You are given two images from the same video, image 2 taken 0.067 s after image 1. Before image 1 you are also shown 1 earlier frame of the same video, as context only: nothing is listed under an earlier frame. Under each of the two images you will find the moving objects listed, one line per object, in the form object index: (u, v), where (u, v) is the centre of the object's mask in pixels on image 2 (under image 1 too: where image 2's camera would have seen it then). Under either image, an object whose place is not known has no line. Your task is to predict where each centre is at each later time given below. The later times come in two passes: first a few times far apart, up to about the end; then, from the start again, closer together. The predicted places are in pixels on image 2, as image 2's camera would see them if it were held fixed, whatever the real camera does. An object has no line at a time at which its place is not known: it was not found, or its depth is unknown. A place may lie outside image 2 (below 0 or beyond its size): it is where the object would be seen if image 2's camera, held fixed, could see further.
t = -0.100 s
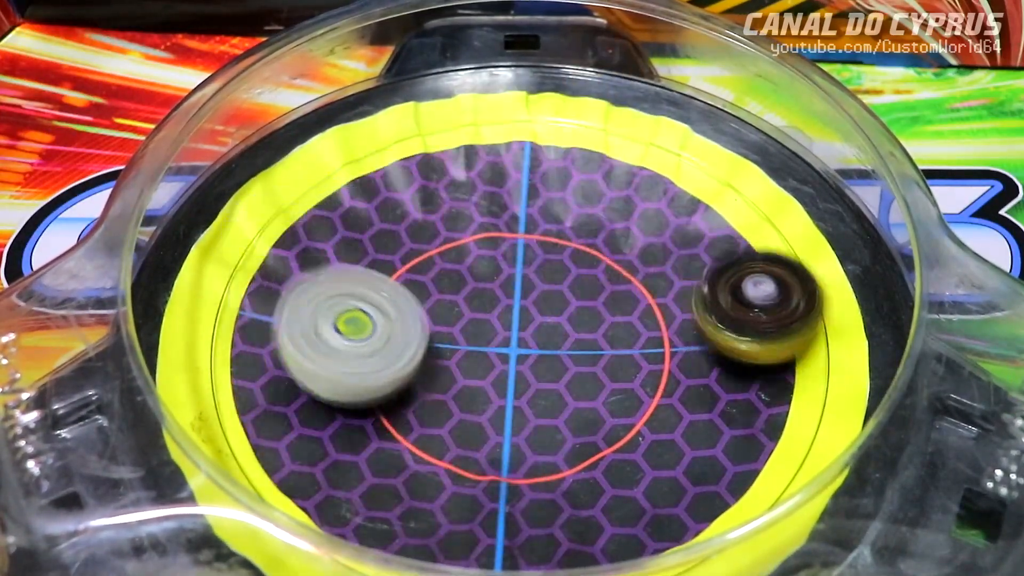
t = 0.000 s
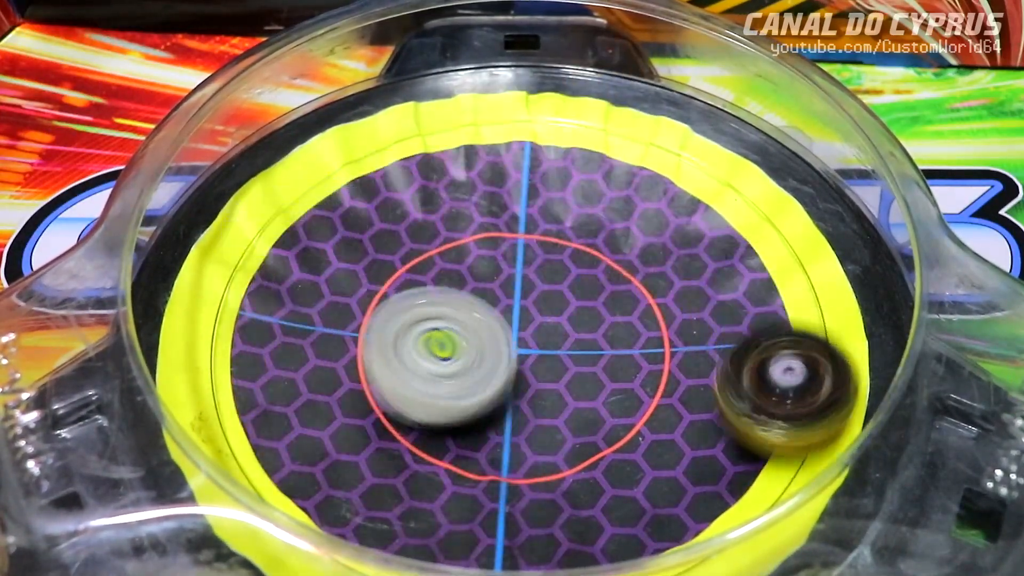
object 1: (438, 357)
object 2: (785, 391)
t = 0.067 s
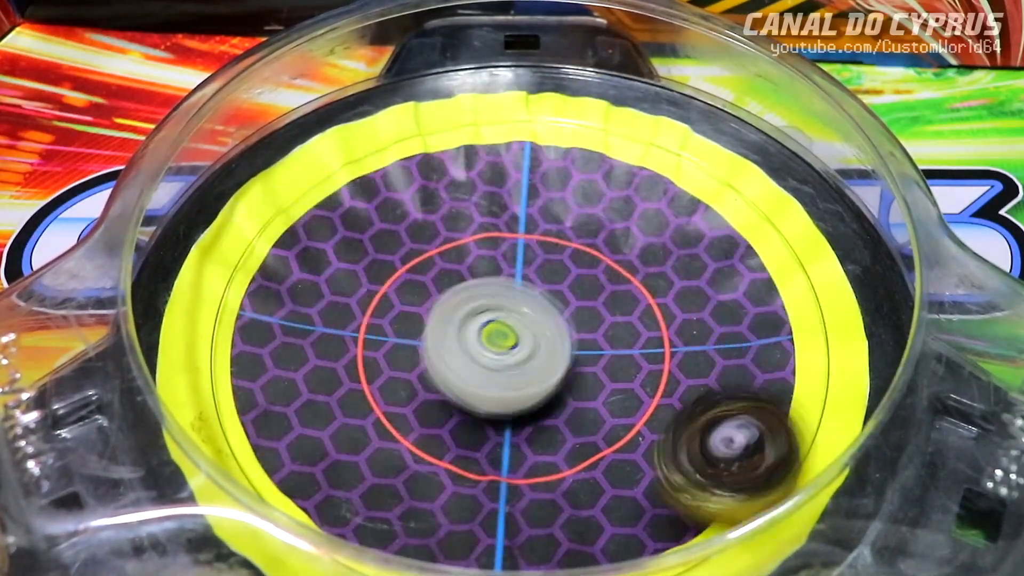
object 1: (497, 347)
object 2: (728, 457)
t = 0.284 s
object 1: (585, 286)
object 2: (413, 385)
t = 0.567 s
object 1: (556, 225)
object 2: (426, 129)
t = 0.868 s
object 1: (648, 281)
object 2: (552, 207)
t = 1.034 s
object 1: (688, 320)
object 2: (483, 196)
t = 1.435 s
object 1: (610, 337)
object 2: (422, 176)
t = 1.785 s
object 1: (572, 366)
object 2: (358, 329)
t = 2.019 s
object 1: (567, 389)
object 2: (288, 352)
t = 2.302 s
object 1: (552, 399)
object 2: (324, 317)
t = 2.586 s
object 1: (759, 447)
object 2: (331, 250)
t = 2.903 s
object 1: (727, 346)
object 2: (464, 170)
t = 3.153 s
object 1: (678, 359)
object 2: (469, 221)
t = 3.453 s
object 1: (619, 353)
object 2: (411, 271)
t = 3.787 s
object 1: (514, 398)
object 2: (380, 344)
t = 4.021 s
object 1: (587, 420)
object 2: (366, 264)
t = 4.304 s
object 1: (580, 398)
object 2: (518, 270)
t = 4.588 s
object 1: (550, 422)
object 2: (616, 298)
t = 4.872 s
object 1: (508, 376)
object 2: (619, 288)
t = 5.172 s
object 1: (433, 399)
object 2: (732, 247)
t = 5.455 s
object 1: (473, 390)
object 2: (548, 292)
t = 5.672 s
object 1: (470, 363)
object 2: (445, 231)
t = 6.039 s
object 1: (511, 330)
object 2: (446, 185)
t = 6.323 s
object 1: (614, 377)
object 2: (428, 239)
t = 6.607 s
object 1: (637, 332)
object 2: (420, 324)
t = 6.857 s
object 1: (594, 312)
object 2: (371, 365)
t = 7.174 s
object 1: (603, 279)
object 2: (386, 393)
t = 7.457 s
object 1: (574, 313)
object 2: (435, 358)
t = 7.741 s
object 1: (623, 285)
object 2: (344, 318)
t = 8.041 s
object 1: (610, 299)
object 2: (437, 303)
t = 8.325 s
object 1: (642, 306)
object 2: (374, 300)
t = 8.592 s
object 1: (588, 308)
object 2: (381, 266)
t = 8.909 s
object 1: (586, 318)
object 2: (422, 332)
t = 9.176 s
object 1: (588, 301)
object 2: (381, 398)
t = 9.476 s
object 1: (568, 296)
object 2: (438, 360)
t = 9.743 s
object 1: (605, 277)
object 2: (447, 377)
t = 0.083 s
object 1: (509, 343)
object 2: (704, 468)
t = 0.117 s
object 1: (534, 336)
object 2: (656, 482)
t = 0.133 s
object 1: (544, 335)
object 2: (632, 487)
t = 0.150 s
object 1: (552, 329)
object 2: (602, 486)
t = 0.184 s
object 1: (565, 321)
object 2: (542, 474)
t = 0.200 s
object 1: (570, 316)
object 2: (513, 464)
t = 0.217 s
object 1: (574, 310)
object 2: (489, 452)
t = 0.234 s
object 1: (577, 304)
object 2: (467, 437)
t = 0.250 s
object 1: (580, 300)
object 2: (446, 422)
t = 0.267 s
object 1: (583, 293)
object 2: (428, 403)
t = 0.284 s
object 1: (585, 286)
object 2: (413, 385)
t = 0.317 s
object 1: (587, 271)
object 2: (389, 349)
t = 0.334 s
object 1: (587, 262)
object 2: (381, 332)
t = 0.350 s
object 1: (586, 257)
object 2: (374, 311)
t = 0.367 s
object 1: (583, 249)
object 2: (370, 292)
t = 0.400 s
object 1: (576, 239)
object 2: (369, 255)
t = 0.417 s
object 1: (574, 232)
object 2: (371, 237)
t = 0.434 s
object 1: (571, 226)
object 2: (377, 223)
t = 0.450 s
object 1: (566, 220)
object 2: (383, 211)
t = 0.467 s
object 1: (561, 217)
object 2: (392, 197)
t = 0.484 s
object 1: (555, 213)
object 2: (398, 186)
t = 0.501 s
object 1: (549, 212)
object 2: (408, 176)
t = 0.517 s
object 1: (543, 211)
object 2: (417, 169)
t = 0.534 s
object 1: (538, 212)
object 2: (429, 158)
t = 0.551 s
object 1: (545, 219)
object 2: (429, 147)
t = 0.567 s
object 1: (556, 225)
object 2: (426, 129)
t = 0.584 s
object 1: (566, 232)
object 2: (424, 117)
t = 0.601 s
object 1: (574, 240)
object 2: (425, 102)
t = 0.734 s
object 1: (621, 278)
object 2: (488, 142)
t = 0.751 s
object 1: (625, 280)
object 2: (498, 150)
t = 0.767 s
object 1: (630, 281)
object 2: (507, 157)
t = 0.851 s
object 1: (647, 281)
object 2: (548, 200)
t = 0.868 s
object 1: (648, 281)
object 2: (552, 207)
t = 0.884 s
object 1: (655, 285)
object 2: (550, 209)
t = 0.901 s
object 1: (664, 291)
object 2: (544, 210)
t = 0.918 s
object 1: (672, 297)
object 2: (536, 209)
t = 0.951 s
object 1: (683, 306)
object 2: (520, 206)
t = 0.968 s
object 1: (687, 308)
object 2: (512, 204)
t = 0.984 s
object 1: (690, 313)
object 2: (504, 203)
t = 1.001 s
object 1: (690, 315)
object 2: (497, 201)
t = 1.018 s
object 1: (690, 316)
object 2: (490, 198)
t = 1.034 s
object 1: (688, 320)
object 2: (483, 196)
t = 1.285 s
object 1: (636, 335)
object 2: (419, 158)
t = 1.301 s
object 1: (633, 337)
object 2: (418, 156)
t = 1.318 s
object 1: (629, 335)
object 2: (418, 157)
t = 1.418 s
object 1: (612, 338)
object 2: (421, 170)
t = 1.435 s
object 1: (610, 337)
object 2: (422, 176)
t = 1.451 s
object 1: (609, 338)
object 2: (424, 181)
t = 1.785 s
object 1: (572, 366)
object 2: (358, 329)
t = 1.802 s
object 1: (570, 366)
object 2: (353, 333)
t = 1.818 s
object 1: (569, 369)
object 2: (347, 337)
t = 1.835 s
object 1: (569, 370)
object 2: (343, 340)
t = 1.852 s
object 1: (569, 372)
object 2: (338, 343)
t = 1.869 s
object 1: (569, 375)
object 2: (331, 346)
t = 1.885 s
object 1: (568, 375)
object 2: (326, 348)
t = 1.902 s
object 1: (567, 378)
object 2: (321, 350)
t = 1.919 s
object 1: (567, 380)
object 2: (313, 352)
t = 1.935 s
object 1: (566, 383)
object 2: (307, 353)
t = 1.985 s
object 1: (566, 389)
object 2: (292, 354)
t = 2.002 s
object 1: (566, 389)
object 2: (290, 354)
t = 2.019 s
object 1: (567, 389)
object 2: (288, 352)
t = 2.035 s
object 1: (565, 390)
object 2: (288, 352)
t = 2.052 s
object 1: (562, 390)
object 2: (289, 351)
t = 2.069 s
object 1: (558, 390)
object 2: (291, 350)
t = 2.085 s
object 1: (553, 391)
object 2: (293, 349)
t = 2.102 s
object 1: (548, 391)
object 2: (298, 348)
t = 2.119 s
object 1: (543, 390)
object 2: (302, 348)
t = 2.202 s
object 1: (506, 387)
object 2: (340, 346)
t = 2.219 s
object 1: (498, 386)
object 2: (352, 346)
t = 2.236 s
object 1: (505, 388)
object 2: (352, 344)
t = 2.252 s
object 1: (518, 393)
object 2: (342, 334)
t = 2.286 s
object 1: (543, 396)
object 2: (326, 321)
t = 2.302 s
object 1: (552, 399)
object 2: (324, 317)
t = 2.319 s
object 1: (563, 399)
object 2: (324, 312)
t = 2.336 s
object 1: (569, 401)
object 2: (328, 308)
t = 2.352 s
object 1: (575, 401)
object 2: (335, 305)
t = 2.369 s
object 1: (578, 400)
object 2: (345, 304)
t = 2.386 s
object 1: (581, 400)
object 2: (355, 305)
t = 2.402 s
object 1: (583, 399)
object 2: (369, 305)
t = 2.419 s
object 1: (583, 398)
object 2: (384, 308)
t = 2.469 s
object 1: (581, 392)
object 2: (429, 321)
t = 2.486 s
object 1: (578, 389)
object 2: (443, 329)
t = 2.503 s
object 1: (584, 392)
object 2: (450, 333)
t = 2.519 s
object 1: (620, 404)
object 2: (426, 320)
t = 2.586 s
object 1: (759, 447)
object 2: (331, 250)
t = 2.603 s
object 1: (790, 455)
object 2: (313, 231)
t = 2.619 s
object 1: (799, 447)
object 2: (298, 213)
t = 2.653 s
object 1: (808, 436)
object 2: (279, 185)
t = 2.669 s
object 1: (810, 432)
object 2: (281, 176)
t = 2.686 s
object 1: (813, 426)
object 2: (291, 172)
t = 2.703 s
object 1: (814, 421)
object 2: (301, 172)
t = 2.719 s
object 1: (814, 412)
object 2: (313, 170)
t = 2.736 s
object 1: (810, 402)
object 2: (327, 168)
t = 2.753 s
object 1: (804, 395)
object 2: (341, 169)
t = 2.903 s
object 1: (727, 346)
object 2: (464, 170)
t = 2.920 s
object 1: (718, 340)
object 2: (476, 174)
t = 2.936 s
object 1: (707, 334)
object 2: (489, 180)
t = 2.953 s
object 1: (696, 328)
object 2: (500, 188)
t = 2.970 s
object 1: (685, 323)
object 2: (511, 194)
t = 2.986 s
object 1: (673, 317)
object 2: (521, 204)
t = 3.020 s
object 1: (652, 308)
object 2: (538, 224)
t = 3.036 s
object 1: (643, 305)
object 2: (543, 232)
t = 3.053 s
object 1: (648, 313)
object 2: (538, 234)
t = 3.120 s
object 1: (674, 348)
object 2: (484, 220)
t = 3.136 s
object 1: (678, 354)
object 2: (476, 221)
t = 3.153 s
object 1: (678, 359)
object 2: (469, 221)
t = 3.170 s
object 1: (679, 362)
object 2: (463, 223)
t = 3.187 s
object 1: (677, 365)
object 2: (460, 226)
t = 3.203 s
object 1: (675, 365)
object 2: (456, 228)
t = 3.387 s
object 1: (636, 353)
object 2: (419, 257)
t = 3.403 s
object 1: (633, 352)
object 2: (416, 260)
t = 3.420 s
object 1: (628, 351)
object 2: (416, 264)
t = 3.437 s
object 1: (624, 352)
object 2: (413, 268)
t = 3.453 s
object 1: (619, 353)
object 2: (411, 271)
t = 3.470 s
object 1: (615, 354)
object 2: (410, 276)
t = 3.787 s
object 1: (514, 398)
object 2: (380, 344)
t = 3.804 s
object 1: (510, 401)
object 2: (379, 345)
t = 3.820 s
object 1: (519, 410)
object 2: (368, 341)
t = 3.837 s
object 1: (529, 416)
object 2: (353, 333)
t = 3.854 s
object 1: (539, 422)
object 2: (342, 327)
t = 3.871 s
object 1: (547, 426)
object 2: (336, 320)
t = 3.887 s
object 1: (554, 429)
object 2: (329, 311)
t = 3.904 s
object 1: (560, 430)
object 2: (329, 305)
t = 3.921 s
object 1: (566, 432)
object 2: (328, 296)
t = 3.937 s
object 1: (573, 432)
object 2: (330, 290)
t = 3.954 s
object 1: (576, 430)
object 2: (334, 284)
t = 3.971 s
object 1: (580, 429)
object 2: (339, 277)
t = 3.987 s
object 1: (584, 426)
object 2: (347, 272)
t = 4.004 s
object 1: (585, 423)
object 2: (356, 268)
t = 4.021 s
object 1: (587, 420)
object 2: (366, 264)
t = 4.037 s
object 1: (588, 416)
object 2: (376, 261)
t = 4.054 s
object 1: (587, 413)
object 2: (387, 258)
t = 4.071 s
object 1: (587, 409)
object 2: (401, 259)
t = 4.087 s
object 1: (587, 404)
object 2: (414, 260)
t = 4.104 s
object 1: (585, 401)
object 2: (427, 261)
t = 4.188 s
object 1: (575, 380)
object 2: (490, 279)
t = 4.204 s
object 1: (573, 378)
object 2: (499, 282)
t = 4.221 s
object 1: (576, 382)
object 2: (503, 280)
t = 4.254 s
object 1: (581, 392)
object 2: (509, 272)
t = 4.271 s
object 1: (581, 395)
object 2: (511, 270)
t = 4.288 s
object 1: (581, 397)
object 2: (514, 270)
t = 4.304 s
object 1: (580, 398)
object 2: (518, 270)
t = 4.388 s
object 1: (572, 394)
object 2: (556, 282)
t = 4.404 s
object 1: (569, 396)
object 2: (565, 284)
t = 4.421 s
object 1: (568, 398)
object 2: (571, 285)
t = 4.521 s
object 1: (558, 424)
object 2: (599, 288)
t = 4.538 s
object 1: (555, 425)
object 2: (604, 289)
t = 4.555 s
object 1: (553, 425)
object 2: (608, 291)
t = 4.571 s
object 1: (552, 424)
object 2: (613, 295)
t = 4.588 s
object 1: (550, 422)
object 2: (616, 298)
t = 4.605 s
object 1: (548, 420)
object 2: (620, 303)
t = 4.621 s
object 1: (546, 416)
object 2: (620, 306)
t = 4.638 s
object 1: (544, 413)
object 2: (620, 310)
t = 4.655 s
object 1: (542, 410)
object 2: (619, 312)
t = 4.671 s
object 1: (535, 412)
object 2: (620, 313)
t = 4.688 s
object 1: (527, 412)
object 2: (621, 312)
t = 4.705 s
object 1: (522, 412)
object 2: (622, 310)
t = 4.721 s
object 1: (517, 409)
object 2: (623, 308)
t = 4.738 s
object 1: (513, 408)
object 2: (621, 306)
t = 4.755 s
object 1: (511, 403)
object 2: (621, 305)
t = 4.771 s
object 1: (508, 400)
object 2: (620, 303)
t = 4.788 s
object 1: (507, 395)
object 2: (621, 302)
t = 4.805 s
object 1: (507, 390)
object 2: (619, 300)
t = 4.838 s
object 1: (511, 379)
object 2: (616, 296)
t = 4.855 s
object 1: (512, 376)
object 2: (614, 295)
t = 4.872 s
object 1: (508, 376)
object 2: (619, 288)
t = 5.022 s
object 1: (447, 385)
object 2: (689, 230)
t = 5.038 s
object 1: (445, 385)
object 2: (696, 228)
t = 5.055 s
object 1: (442, 386)
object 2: (702, 227)
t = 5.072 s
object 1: (441, 389)
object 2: (709, 226)
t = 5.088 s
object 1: (439, 389)
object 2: (715, 226)
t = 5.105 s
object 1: (438, 392)
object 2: (721, 228)
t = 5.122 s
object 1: (435, 392)
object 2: (726, 231)
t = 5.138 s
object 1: (434, 395)
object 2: (730, 235)
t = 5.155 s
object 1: (434, 396)
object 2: (732, 241)
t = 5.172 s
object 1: (433, 399)
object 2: (732, 247)
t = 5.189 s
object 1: (435, 400)
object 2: (730, 255)
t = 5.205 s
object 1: (435, 401)
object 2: (724, 262)
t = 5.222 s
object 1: (439, 403)
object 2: (717, 269)
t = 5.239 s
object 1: (441, 403)
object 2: (709, 274)
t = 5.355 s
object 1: (465, 404)
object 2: (620, 295)
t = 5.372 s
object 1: (469, 405)
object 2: (610, 297)
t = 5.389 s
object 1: (470, 402)
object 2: (594, 297)
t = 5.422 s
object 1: (472, 397)
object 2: (570, 296)
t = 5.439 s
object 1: (472, 395)
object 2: (559, 295)
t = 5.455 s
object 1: (473, 390)
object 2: (548, 292)
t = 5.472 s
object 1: (472, 384)
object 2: (539, 288)
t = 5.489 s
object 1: (469, 382)
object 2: (528, 283)
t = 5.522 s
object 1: (465, 380)
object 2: (510, 270)
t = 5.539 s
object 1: (463, 379)
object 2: (502, 265)
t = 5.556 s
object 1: (463, 376)
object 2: (492, 259)
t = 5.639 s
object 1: (467, 367)
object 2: (458, 239)
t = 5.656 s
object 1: (468, 365)
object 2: (453, 236)
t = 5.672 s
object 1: (470, 363)
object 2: (445, 231)
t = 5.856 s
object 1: (492, 342)
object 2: (405, 181)
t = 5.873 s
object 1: (494, 341)
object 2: (403, 176)
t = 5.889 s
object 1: (496, 339)
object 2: (404, 173)
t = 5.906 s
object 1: (498, 338)
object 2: (405, 168)
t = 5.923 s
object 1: (500, 337)
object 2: (408, 167)
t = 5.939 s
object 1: (502, 336)
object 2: (411, 164)
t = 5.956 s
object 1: (504, 334)
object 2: (416, 165)
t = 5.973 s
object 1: (505, 333)
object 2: (422, 165)
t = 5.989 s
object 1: (507, 332)
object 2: (429, 169)
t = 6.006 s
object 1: (508, 331)
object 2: (435, 173)
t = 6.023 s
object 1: (510, 331)
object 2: (441, 179)
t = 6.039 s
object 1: (511, 330)
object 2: (446, 185)
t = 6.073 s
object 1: (514, 328)
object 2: (455, 200)
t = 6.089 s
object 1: (515, 328)
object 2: (460, 209)
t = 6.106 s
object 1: (516, 327)
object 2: (462, 216)
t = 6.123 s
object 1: (517, 327)
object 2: (463, 224)
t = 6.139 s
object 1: (519, 329)
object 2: (462, 229)
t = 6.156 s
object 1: (527, 338)
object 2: (461, 232)
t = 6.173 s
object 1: (535, 350)
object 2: (456, 232)
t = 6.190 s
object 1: (545, 357)
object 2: (453, 233)
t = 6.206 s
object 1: (552, 365)
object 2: (449, 232)
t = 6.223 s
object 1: (561, 368)
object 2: (445, 233)
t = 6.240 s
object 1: (569, 373)
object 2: (441, 233)
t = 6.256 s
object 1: (580, 374)
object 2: (438, 235)
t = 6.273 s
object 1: (589, 377)
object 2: (434, 235)
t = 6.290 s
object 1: (598, 378)
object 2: (431, 237)
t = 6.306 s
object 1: (605, 377)
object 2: (430, 238)
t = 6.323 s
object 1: (614, 377)
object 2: (428, 239)
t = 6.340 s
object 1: (620, 375)
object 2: (427, 239)
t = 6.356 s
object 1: (626, 374)
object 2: (426, 242)
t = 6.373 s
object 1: (629, 371)
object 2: (425, 245)
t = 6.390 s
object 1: (632, 371)
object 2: (425, 248)
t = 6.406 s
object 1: (632, 367)
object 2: (425, 251)
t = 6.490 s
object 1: (629, 351)
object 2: (430, 280)
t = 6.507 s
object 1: (629, 347)
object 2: (429, 286)
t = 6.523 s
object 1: (630, 345)
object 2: (429, 293)
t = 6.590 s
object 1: (635, 336)
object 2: (422, 318)
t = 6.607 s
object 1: (637, 332)
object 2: (420, 324)
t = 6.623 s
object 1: (637, 331)
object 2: (416, 330)
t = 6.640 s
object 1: (637, 327)
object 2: (414, 335)
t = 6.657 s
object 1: (635, 325)
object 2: (410, 341)
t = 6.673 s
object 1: (634, 323)
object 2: (406, 345)
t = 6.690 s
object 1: (631, 322)
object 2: (402, 350)
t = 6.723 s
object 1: (625, 320)
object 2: (393, 359)
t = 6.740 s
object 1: (623, 318)
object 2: (390, 363)
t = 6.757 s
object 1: (618, 317)
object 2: (384, 365)
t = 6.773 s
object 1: (615, 316)
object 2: (380, 368)
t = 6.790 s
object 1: (610, 315)
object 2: (376, 368)
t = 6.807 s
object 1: (607, 314)
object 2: (373, 369)
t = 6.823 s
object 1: (602, 313)
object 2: (371, 367)
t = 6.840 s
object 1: (599, 313)
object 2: (370, 367)
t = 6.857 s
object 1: (594, 312)
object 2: (371, 365)
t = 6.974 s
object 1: (567, 307)
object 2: (405, 357)
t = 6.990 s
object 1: (562, 307)
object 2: (413, 357)
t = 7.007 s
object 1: (561, 307)
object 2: (422, 357)
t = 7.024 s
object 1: (557, 306)
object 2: (432, 357)
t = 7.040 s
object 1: (562, 302)
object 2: (431, 362)
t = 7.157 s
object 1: (601, 278)
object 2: (390, 391)
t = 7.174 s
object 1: (603, 279)
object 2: (386, 393)
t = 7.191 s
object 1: (602, 278)
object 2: (382, 392)
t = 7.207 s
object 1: (602, 280)
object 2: (379, 393)
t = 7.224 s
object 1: (599, 281)
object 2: (377, 391)
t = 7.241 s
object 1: (599, 284)
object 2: (376, 391)
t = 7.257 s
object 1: (596, 285)
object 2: (377, 388)
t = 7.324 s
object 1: (588, 295)
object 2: (385, 378)
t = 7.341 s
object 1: (587, 298)
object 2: (389, 374)
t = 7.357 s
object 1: (585, 299)
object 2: (395, 372)
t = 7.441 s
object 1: (574, 311)
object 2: (434, 357)
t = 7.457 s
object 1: (574, 313)
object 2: (435, 358)
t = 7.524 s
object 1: (623, 295)
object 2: (384, 364)
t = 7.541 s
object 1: (630, 293)
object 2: (376, 365)
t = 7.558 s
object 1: (635, 290)
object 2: (368, 363)
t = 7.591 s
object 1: (639, 287)
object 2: (354, 359)
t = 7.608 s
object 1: (639, 285)
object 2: (348, 355)
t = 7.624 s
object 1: (639, 285)
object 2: (343, 352)
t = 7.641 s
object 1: (638, 283)
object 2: (338, 346)
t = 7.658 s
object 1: (637, 284)
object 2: (336, 343)
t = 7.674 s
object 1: (634, 283)
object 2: (334, 337)
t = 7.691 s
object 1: (632, 283)
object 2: (334, 332)
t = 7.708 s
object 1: (630, 283)
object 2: (336, 327)
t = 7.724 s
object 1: (627, 284)
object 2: (338, 321)
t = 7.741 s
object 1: (623, 285)
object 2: (344, 318)
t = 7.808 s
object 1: (611, 289)
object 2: (373, 304)
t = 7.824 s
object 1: (608, 289)
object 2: (384, 302)
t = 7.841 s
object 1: (605, 290)
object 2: (393, 300)
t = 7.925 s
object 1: (590, 296)
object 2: (445, 301)
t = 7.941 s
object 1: (589, 296)
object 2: (452, 301)
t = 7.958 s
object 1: (594, 296)
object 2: (448, 299)
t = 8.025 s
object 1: (608, 298)
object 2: (438, 303)
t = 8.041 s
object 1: (610, 299)
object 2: (437, 303)
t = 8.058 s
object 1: (609, 300)
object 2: (437, 304)
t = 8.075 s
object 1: (609, 300)
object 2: (437, 303)
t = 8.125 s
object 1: (602, 302)
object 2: (440, 302)
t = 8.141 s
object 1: (599, 301)
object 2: (441, 302)
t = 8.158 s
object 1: (597, 302)
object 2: (442, 301)
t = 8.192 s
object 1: (591, 302)
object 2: (447, 303)
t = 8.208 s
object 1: (590, 302)
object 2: (449, 305)
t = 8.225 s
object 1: (601, 302)
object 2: (436, 306)
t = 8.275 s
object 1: (633, 302)
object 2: (395, 304)
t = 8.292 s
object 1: (638, 302)
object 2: (389, 303)
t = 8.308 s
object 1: (642, 304)
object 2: (381, 301)
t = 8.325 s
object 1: (642, 306)
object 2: (374, 300)
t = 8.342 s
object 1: (642, 306)
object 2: (367, 298)
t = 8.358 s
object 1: (642, 309)
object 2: (360, 294)
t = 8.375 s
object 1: (640, 308)
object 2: (354, 292)
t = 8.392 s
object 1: (638, 309)
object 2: (349, 289)
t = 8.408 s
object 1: (634, 310)
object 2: (344, 286)
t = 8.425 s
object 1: (631, 310)
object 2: (342, 283)
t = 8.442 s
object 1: (627, 312)
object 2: (339, 278)
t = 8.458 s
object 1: (623, 310)
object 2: (338, 275)
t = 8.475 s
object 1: (619, 310)
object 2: (338, 271)
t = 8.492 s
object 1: (613, 311)
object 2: (340, 267)
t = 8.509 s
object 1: (609, 309)
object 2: (345, 265)
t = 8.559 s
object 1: (597, 308)
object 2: (366, 263)
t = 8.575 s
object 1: (591, 309)
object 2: (373, 264)
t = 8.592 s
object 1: (588, 308)
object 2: (381, 266)
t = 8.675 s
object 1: (566, 308)
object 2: (423, 284)
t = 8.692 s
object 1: (564, 309)
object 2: (429, 286)
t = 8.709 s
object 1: (571, 310)
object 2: (425, 290)
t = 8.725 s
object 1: (580, 312)
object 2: (419, 290)
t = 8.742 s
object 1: (587, 314)
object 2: (413, 292)
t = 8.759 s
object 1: (592, 315)
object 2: (412, 296)
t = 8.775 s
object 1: (595, 316)
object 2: (411, 299)
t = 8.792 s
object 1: (596, 317)
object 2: (413, 304)
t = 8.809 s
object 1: (596, 317)
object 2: (414, 307)
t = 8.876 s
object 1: (590, 319)
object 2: (419, 323)
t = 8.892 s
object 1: (587, 318)
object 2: (422, 329)
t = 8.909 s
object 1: (586, 318)
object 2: (422, 332)
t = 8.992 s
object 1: (572, 316)
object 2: (433, 354)
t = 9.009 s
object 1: (569, 315)
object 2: (435, 357)
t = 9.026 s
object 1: (568, 314)
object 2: (437, 363)
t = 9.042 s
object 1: (574, 312)
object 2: (428, 369)
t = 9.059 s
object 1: (581, 308)
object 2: (419, 376)
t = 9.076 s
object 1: (586, 305)
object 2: (414, 380)
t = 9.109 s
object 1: (588, 303)
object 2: (403, 388)
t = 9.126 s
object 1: (590, 303)
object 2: (398, 391)
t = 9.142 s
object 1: (589, 301)
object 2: (393, 393)
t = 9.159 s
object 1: (589, 301)
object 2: (388, 396)
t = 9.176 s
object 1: (588, 301)
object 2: (381, 398)
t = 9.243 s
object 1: (583, 299)
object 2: (367, 397)
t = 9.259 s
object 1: (583, 300)
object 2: (366, 396)
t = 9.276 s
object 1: (581, 298)
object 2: (367, 392)
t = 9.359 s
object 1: (574, 298)
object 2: (382, 379)
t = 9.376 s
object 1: (573, 297)
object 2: (387, 375)
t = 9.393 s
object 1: (573, 298)
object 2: (396, 374)
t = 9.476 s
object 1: (568, 296)
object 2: (438, 360)
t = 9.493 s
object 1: (567, 296)
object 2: (447, 359)
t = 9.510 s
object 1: (568, 295)
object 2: (452, 357)
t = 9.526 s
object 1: (576, 292)
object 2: (454, 361)
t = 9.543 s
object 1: (583, 287)
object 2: (451, 364)
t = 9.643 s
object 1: (606, 276)
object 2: (444, 378)
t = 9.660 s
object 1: (607, 276)
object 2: (444, 378)
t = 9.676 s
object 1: (606, 277)
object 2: (443, 379)
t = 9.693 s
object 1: (606, 277)
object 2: (443, 378)
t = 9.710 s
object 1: (607, 277)
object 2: (443, 379)
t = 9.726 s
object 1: (605, 277)
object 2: (445, 379)
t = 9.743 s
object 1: (605, 277)
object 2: (447, 377)
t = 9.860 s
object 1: (601, 282)
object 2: (474, 370)
